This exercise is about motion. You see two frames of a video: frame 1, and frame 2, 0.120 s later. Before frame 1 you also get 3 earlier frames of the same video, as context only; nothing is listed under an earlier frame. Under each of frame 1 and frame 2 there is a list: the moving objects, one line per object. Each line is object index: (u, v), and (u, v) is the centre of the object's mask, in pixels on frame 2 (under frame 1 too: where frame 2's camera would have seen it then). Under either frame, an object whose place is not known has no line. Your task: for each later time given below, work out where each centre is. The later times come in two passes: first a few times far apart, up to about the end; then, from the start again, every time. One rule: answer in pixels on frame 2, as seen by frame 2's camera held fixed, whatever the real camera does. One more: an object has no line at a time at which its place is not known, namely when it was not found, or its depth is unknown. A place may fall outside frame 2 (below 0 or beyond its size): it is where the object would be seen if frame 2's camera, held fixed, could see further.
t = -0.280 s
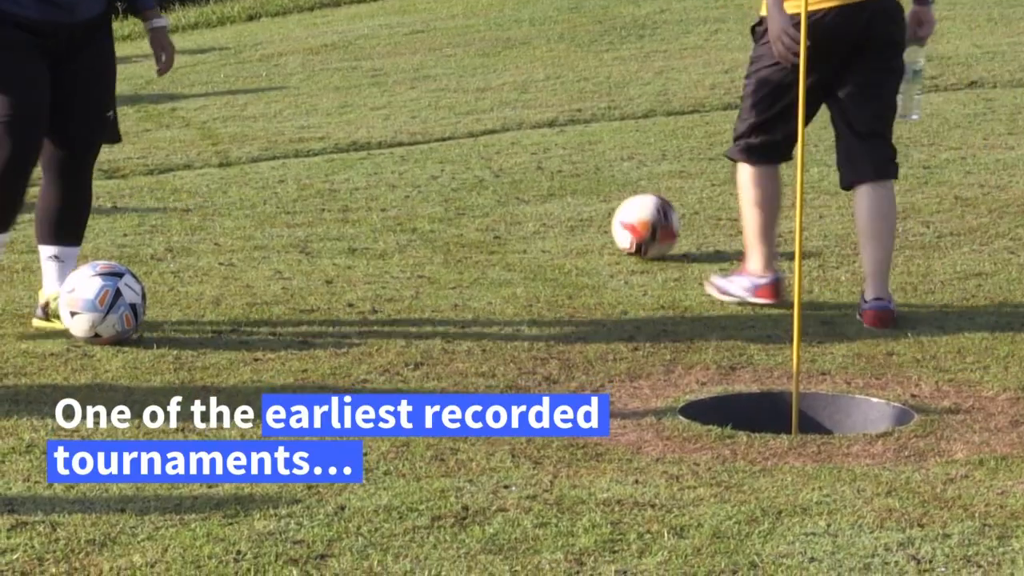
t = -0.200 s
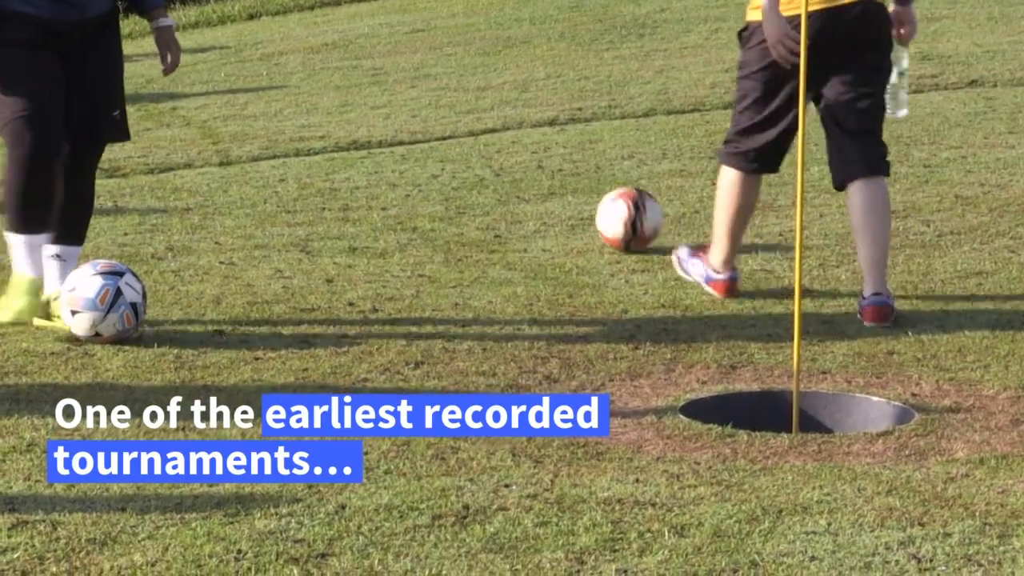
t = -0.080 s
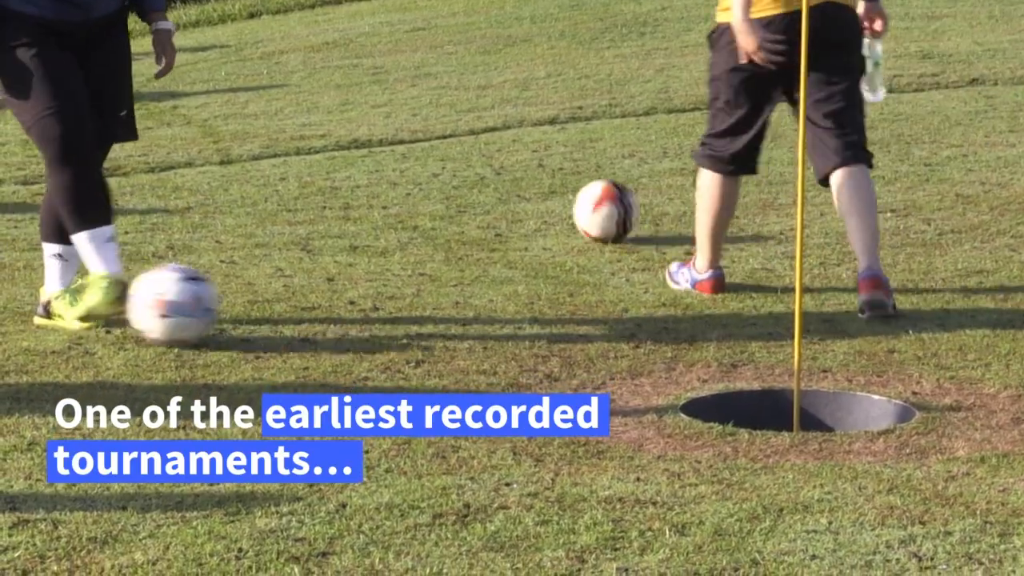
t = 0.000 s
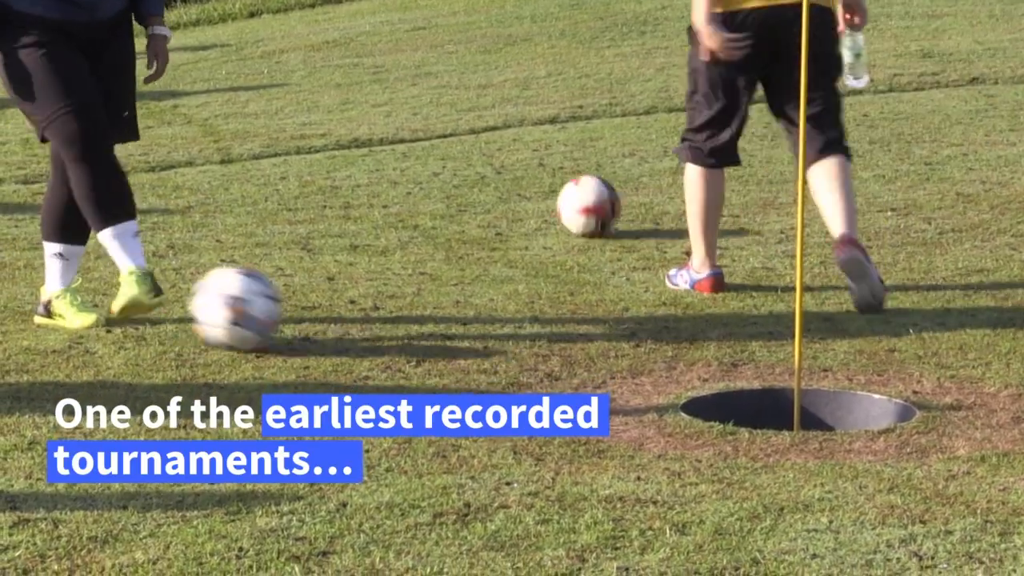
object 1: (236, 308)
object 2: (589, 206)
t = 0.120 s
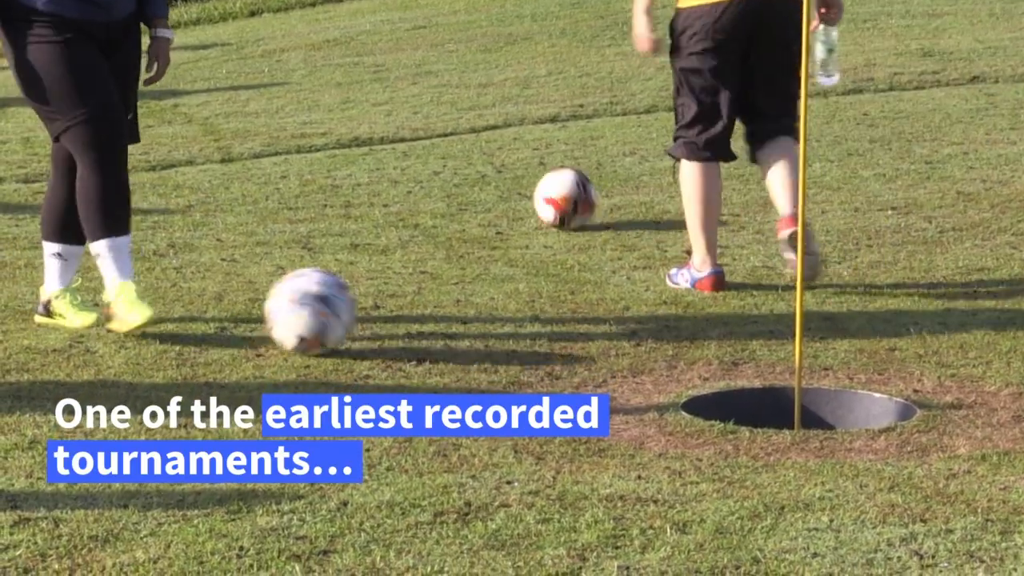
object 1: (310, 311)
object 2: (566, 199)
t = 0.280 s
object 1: (400, 319)
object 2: (537, 192)
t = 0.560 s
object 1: (565, 337)
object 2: (486, 180)
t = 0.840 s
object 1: (727, 342)
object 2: (443, 172)
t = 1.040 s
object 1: (842, 395)
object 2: (415, 169)
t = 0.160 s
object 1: (333, 313)
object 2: (558, 196)
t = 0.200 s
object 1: (355, 315)
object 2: (550, 196)
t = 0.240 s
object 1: (377, 317)
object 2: (543, 193)
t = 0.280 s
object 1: (400, 319)
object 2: (537, 192)
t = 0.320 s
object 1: (422, 321)
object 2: (529, 191)
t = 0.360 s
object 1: (446, 322)
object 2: (522, 187)
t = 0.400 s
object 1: (468, 325)
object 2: (515, 186)
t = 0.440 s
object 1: (493, 328)
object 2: (507, 184)
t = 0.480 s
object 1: (516, 330)
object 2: (500, 184)
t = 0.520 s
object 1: (541, 334)
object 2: (493, 182)
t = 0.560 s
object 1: (565, 337)
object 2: (486, 180)
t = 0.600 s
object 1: (589, 338)
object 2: (479, 179)
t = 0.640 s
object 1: (612, 342)
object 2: (472, 179)
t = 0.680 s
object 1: (636, 344)
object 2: (466, 177)
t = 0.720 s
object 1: (658, 344)
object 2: (461, 175)
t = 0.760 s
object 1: (681, 343)
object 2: (455, 174)
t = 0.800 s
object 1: (705, 343)
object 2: (449, 173)
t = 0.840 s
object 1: (727, 342)
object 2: (443, 172)
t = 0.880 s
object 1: (749, 345)
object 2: (438, 172)
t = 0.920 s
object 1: (773, 353)
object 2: (432, 171)
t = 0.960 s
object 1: (796, 367)
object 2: (427, 171)
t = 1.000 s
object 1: (823, 382)
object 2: (421, 170)
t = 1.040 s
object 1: (842, 395)
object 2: (415, 169)
